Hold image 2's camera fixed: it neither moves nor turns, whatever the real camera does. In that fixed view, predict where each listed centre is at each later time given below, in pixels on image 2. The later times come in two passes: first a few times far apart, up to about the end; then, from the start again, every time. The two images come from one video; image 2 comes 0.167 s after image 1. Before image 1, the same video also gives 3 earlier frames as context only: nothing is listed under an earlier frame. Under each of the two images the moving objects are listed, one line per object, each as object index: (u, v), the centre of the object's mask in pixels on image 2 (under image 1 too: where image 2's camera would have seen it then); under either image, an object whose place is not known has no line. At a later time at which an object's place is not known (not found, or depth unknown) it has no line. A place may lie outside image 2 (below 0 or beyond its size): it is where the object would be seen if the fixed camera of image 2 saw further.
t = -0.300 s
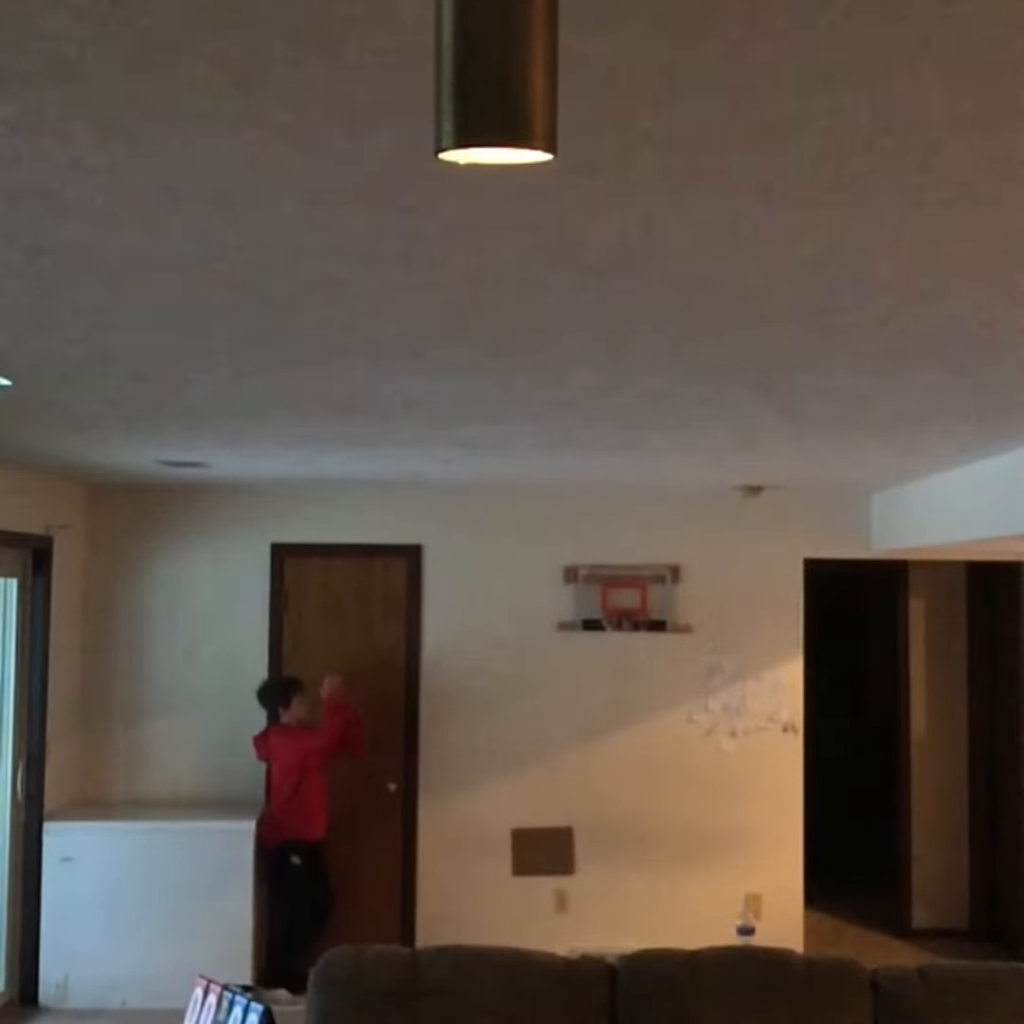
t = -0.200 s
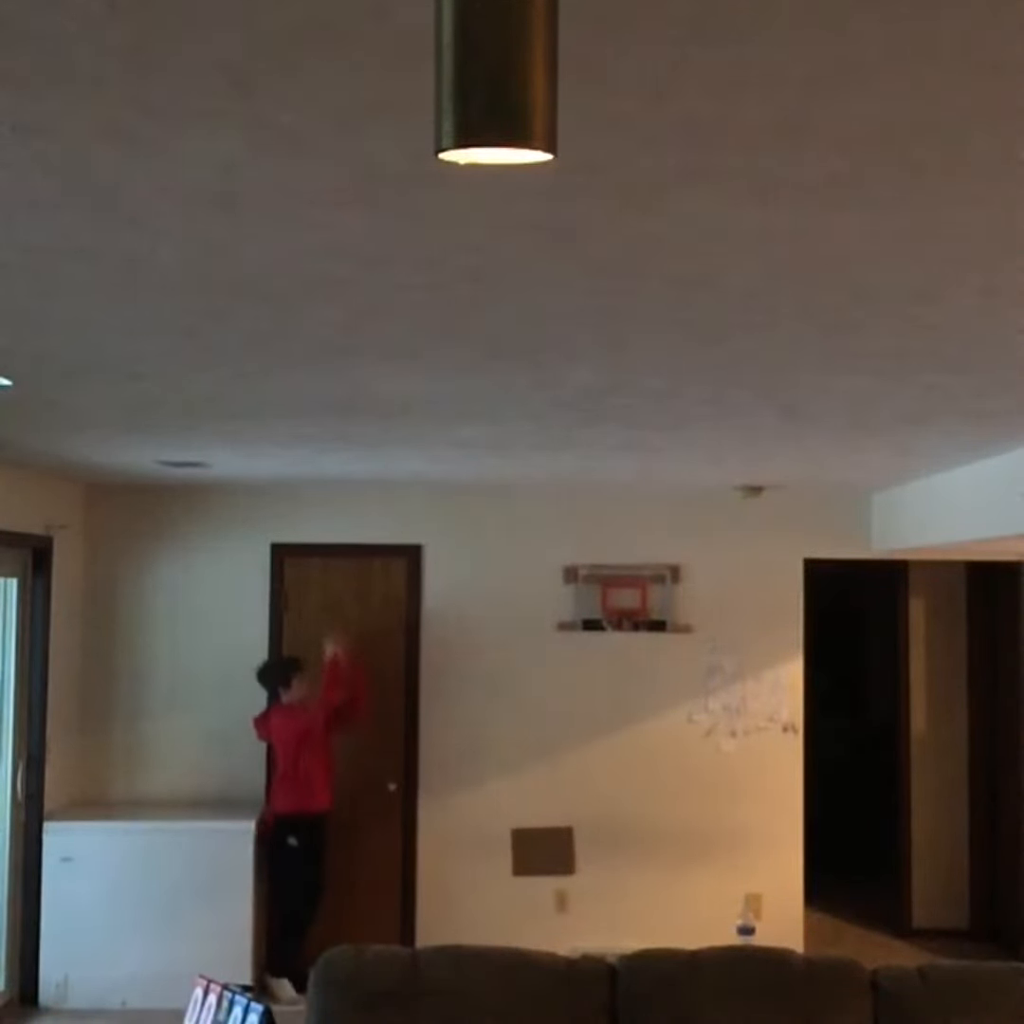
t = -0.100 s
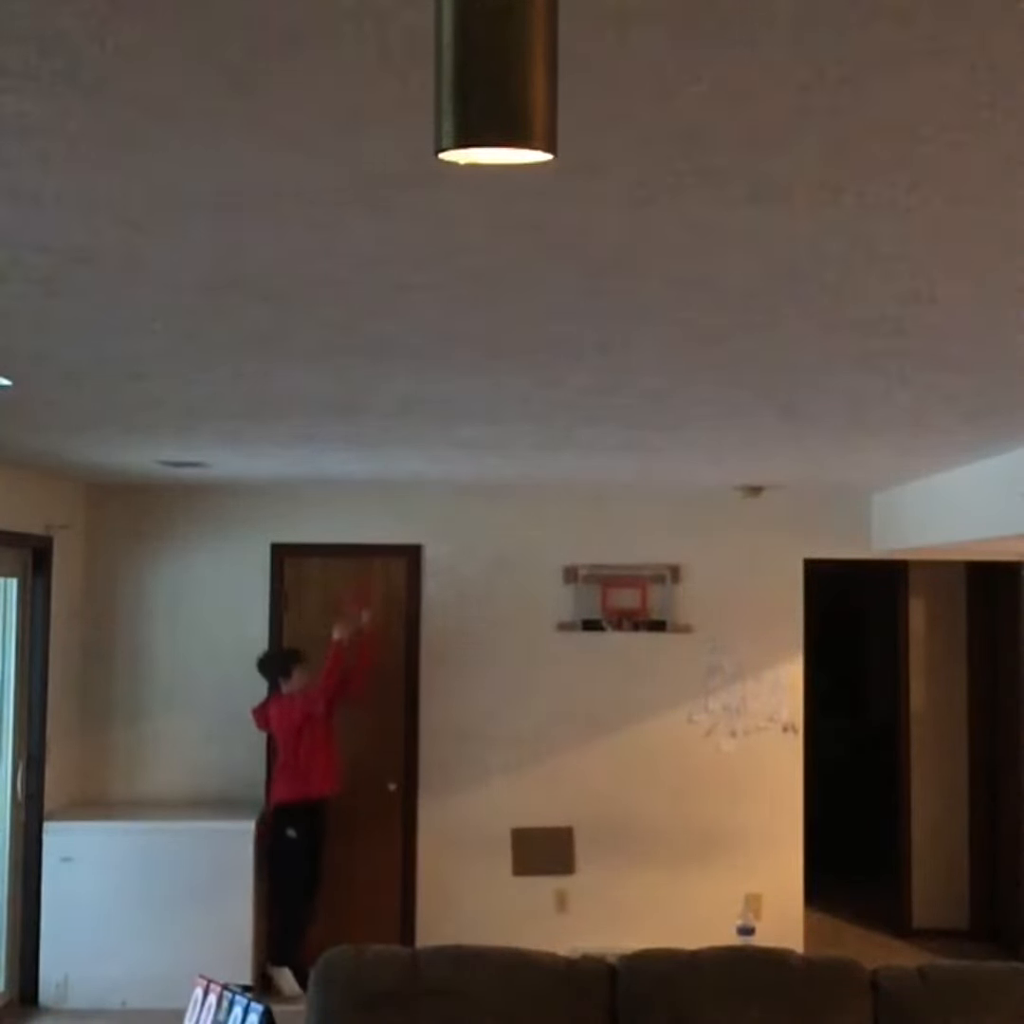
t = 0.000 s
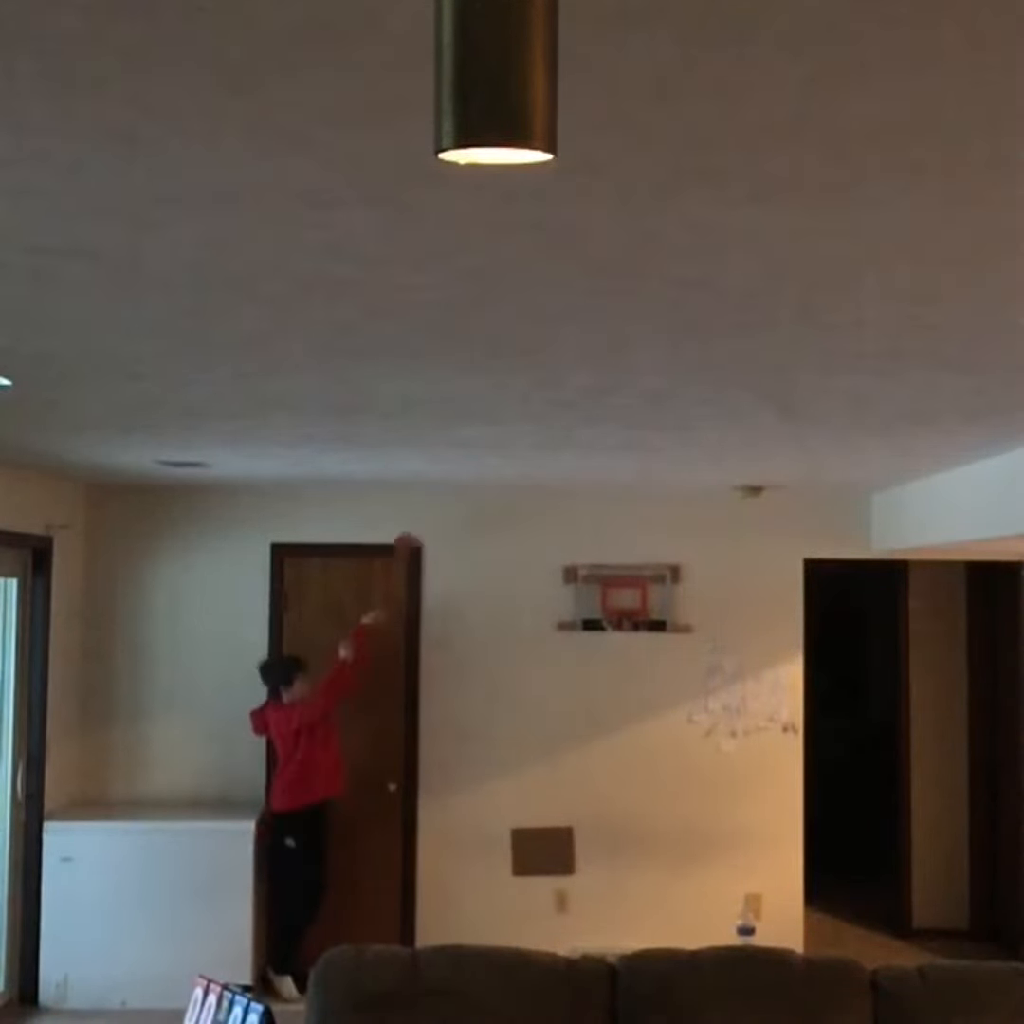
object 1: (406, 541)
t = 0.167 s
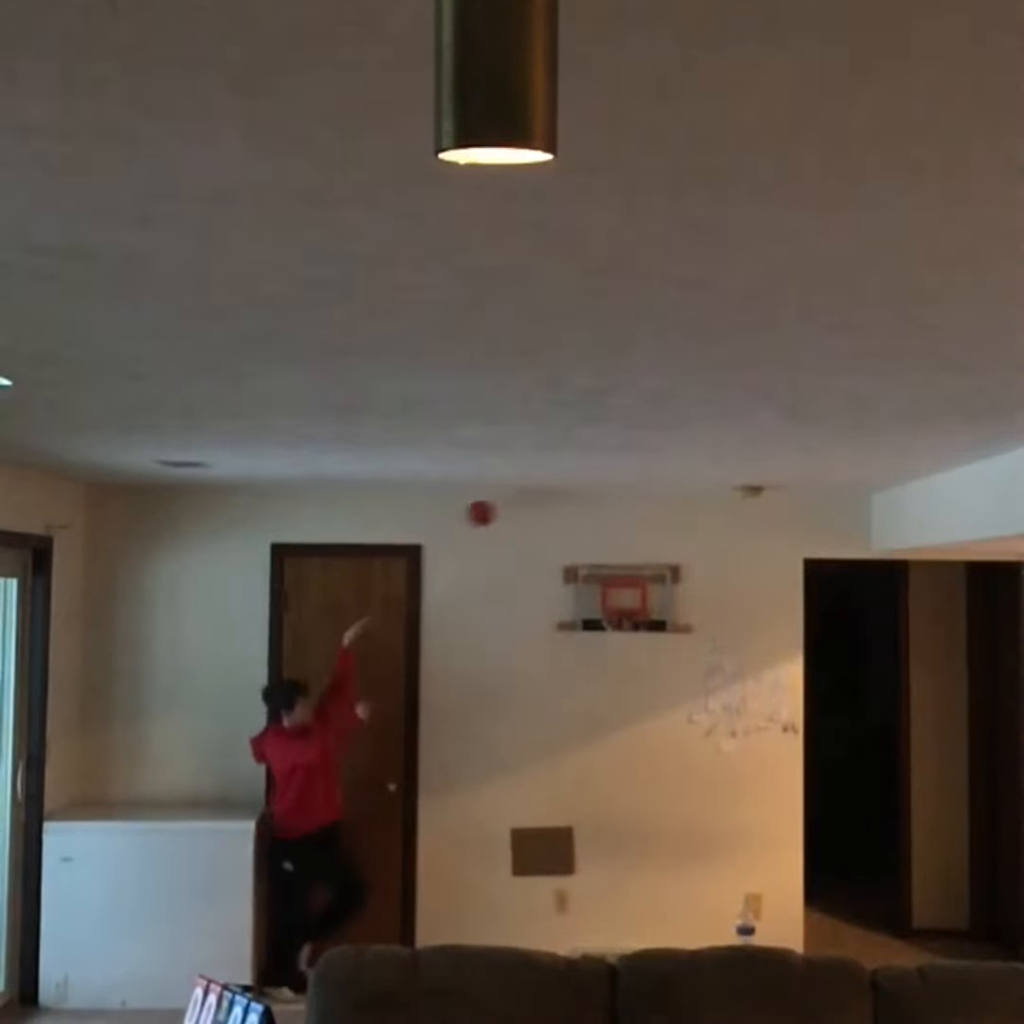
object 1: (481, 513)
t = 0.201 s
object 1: (496, 513)
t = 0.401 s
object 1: (584, 563)
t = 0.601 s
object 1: (627, 624)
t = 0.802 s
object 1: (598, 657)
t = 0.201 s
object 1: (496, 513)
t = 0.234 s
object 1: (511, 516)
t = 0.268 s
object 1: (526, 520)
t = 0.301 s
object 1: (540, 527)
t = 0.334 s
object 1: (555, 536)
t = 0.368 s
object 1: (569, 548)
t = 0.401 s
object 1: (584, 563)
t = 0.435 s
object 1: (593, 573)
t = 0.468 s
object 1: (612, 587)
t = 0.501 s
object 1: (626, 609)
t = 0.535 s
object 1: (630, 612)
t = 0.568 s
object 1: (630, 611)
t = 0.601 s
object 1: (627, 624)
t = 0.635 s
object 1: (622, 627)
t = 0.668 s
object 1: (614, 633)
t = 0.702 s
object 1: (607, 639)
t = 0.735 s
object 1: (605, 642)
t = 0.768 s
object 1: (601, 649)
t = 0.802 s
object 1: (598, 657)
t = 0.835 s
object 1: (595, 667)
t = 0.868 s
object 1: (591, 678)
